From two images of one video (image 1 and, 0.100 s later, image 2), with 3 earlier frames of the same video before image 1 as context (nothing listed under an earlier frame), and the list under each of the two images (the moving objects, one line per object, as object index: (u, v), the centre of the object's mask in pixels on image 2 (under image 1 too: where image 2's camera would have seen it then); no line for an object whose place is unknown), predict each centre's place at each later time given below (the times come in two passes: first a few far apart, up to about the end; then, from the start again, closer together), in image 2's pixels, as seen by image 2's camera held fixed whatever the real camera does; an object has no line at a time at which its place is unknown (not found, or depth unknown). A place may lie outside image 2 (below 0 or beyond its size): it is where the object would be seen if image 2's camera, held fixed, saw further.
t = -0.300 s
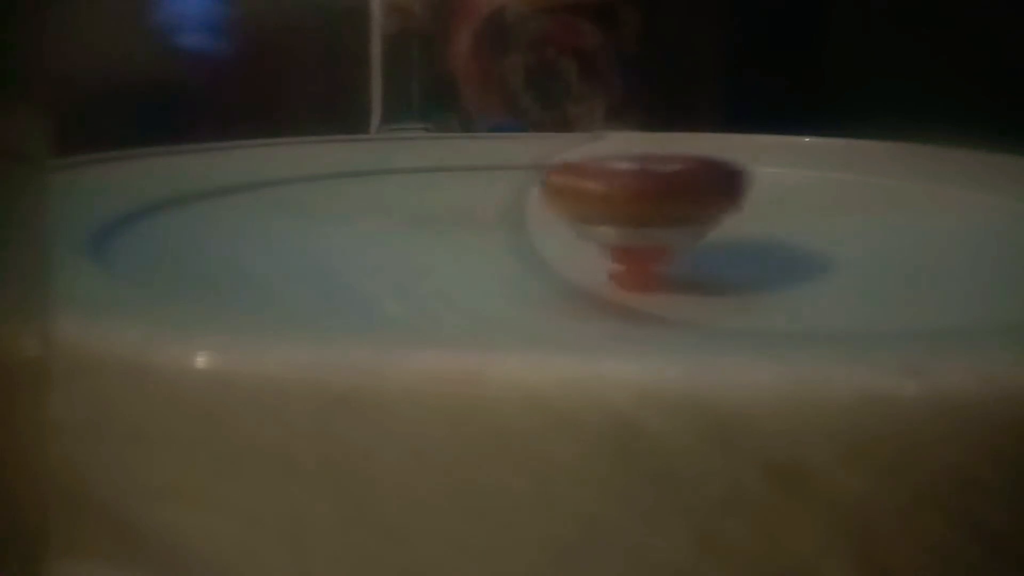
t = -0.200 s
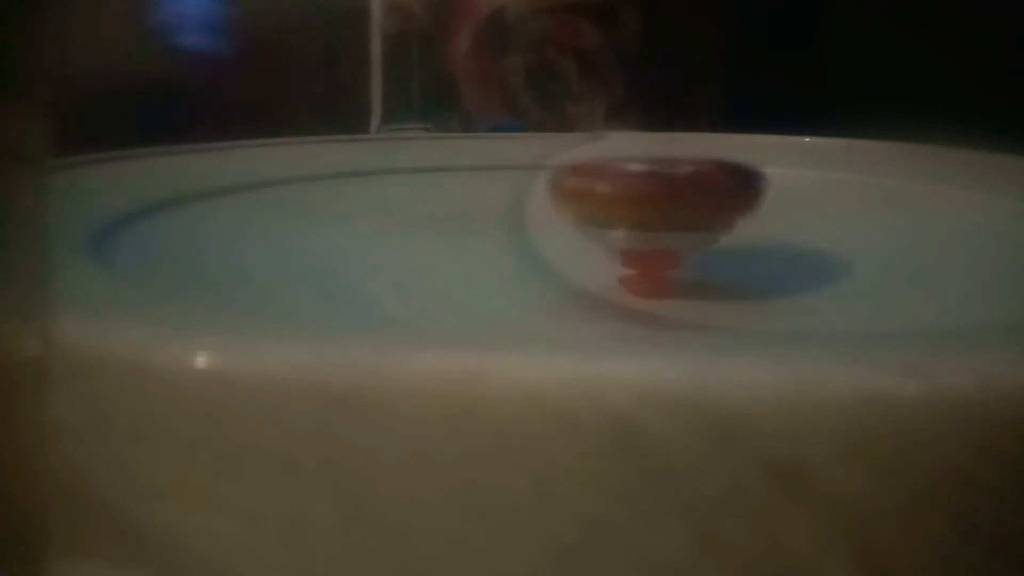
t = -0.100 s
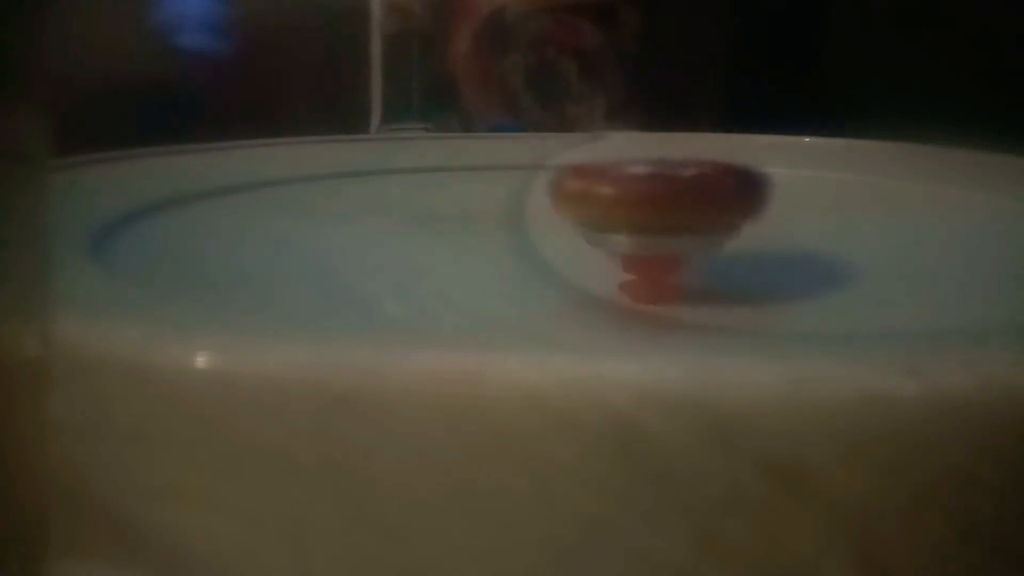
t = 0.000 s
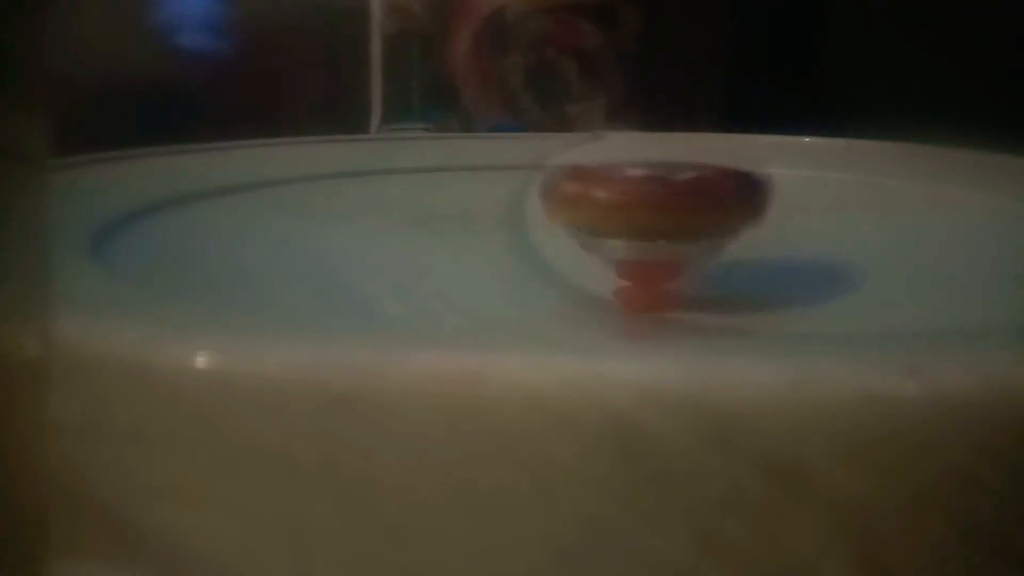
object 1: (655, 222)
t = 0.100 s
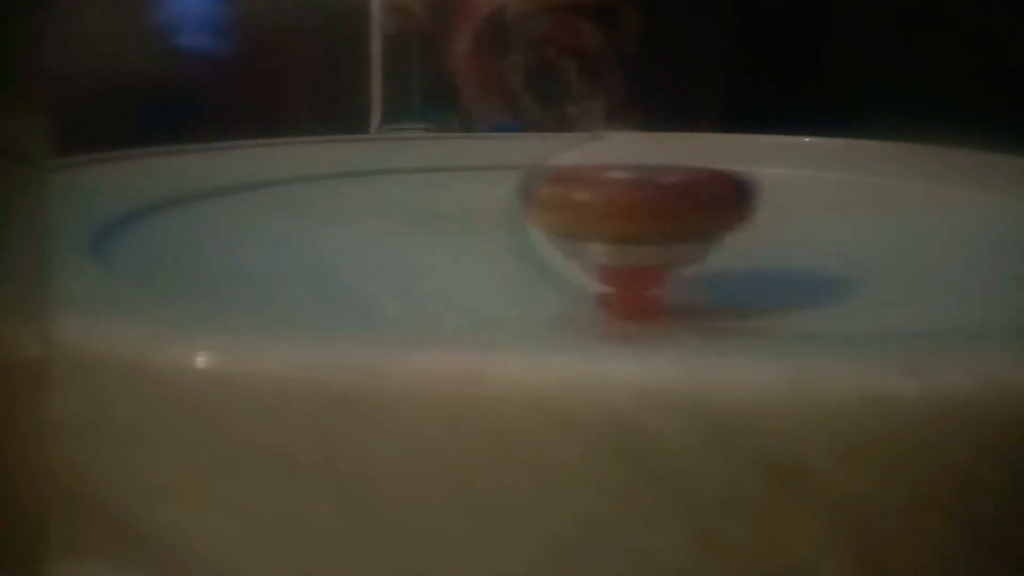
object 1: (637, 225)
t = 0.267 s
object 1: (579, 225)
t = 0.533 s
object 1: (523, 221)
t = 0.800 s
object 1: (539, 215)
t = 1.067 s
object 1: (597, 212)
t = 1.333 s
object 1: (668, 213)
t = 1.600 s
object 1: (678, 217)
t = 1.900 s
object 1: (629, 223)
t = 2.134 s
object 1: (561, 221)
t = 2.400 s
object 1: (526, 217)
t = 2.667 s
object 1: (534, 214)
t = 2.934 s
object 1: (580, 212)
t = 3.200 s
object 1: (649, 214)
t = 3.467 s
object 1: (674, 220)
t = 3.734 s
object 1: (646, 224)
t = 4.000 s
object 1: (581, 222)
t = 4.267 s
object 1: (531, 218)
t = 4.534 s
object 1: (521, 212)
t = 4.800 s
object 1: (561, 211)
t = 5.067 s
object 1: (609, 212)
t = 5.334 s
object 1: (633, 216)
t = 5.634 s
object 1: (618, 221)
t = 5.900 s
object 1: (594, 219)
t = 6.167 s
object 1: (580, 218)
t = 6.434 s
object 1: (575, 217)
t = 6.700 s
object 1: (585, 217)
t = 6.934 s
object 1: (594, 218)
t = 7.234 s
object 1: (608, 219)
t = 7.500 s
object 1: (602, 218)
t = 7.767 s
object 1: (590, 217)
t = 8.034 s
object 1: (592, 218)
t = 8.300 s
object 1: (604, 219)
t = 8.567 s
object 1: (607, 219)
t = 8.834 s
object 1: (613, 218)
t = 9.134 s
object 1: (615, 216)
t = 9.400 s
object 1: (613, 216)
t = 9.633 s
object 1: (621, 216)
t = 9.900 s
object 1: (630, 219)
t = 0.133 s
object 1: (627, 225)
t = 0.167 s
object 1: (618, 224)
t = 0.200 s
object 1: (604, 225)
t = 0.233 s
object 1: (592, 224)
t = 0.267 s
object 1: (579, 225)
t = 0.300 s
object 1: (568, 225)
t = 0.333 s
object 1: (558, 224)
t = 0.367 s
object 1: (548, 224)
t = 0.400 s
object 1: (542, 223)
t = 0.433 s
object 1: (536, 223)
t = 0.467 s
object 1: (531, 222)
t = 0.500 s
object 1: (526, 222)
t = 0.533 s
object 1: (523, 221)
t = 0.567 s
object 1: (521, 220)
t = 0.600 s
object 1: (520, 220)
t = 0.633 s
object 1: (520, 219)
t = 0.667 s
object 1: (521, 219)
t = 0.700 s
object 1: (524, 218)
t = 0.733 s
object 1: (529, 217)
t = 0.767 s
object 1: (534, 216)
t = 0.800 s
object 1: (539, 215)
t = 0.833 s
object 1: (545, 215)
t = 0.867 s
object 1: (551, 214)
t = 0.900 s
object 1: (556, 214)
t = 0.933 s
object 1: (561, 214)
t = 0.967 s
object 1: (569, 212)
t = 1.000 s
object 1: (578, 212)
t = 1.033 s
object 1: (588, 211)
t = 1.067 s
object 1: (597, 212)
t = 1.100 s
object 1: (609, 211)
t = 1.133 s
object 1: (620, 211)
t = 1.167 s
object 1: (631, 211)
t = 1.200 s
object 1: (641, 211)
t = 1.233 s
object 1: (650, 212)
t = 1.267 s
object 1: (657, 212)
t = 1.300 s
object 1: (663, 212)
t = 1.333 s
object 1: (668, 213)
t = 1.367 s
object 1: (672, 213)
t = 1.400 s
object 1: (676, 213)
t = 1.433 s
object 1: (678, 213)
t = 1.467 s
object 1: (679, 213)
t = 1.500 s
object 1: (679, 214)
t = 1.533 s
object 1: (679, 215)
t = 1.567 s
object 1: (679, 216)
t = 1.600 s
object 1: (678, 217)
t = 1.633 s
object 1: (676, 218)
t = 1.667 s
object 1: (675, 218)
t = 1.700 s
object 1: (671, 220)
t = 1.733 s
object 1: (666, 221)
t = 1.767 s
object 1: (660, 222)
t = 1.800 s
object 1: (654, 224)
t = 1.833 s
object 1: (646, 224)
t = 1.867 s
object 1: (638, 223)
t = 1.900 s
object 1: (629, 223)
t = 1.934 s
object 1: (620, 223)
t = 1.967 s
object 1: (612, 222)
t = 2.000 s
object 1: (602, 223)
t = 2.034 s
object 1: (591, 222)
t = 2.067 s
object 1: (581, 222)
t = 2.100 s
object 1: (571, 221)
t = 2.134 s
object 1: (561, 221)
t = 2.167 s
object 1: (552, 220)
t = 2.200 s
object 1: (545, 220)
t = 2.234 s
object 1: (538, 219)
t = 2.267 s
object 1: (534, 219)
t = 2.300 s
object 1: (530, 218)
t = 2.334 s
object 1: (528, 217)
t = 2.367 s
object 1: (526, 217)
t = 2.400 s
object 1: (526, 217)
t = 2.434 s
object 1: (525, 217)
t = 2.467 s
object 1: (525, 216)
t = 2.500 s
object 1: (525, 216)
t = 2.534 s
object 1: (526, 215)
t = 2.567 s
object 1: (527, 215)
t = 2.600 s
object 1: (528, 214)
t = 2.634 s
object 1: (530, 214)
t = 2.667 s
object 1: (534, 214)
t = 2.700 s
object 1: (537, 213)
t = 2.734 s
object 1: (541, 213)
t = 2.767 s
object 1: (546, 213)
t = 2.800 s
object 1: (553, 212)
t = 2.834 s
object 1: (558, 212)
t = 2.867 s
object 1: (565, 212)
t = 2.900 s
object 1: (573, 212)
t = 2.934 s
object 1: (580, 212)
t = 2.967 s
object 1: (588, 212)
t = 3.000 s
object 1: (597, 212)
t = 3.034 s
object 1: (606, 211)
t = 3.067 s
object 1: (615, 212)
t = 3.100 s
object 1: (624, 213)
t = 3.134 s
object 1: (632, 212)
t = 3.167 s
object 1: (642, 213)
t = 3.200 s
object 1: (649, 214)
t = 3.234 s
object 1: (655, 216)
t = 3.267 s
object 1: (659, 216)
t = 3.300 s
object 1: (662, 216)
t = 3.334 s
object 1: (667, 218)
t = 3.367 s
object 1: (669, 220)
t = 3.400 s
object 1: (672, 219)
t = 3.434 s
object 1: (673, 220)
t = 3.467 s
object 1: (674, 220)
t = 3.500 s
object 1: (674, 221)
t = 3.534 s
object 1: (671, 220)
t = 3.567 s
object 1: (669, 221)
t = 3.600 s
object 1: (666, 222)
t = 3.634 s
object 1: (662, 222)
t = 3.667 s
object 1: (657, 223)
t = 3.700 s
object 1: (652, 224)
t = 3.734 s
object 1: (646, 224)
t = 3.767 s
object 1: (638, 224)
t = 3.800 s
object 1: (630, 224)
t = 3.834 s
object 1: (622, 223)
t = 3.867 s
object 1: (614, 223)
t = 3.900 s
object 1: (605, 223)
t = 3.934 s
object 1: (597, 223)
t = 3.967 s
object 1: (589, 223)
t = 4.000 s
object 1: (581, 222)
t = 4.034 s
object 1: (574, 222)
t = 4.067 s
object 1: (566, 222)
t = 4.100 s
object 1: (559, 221)
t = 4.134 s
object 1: (553, 220)
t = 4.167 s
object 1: (546, 220)
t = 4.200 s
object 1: (541, 219)
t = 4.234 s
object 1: (536, 219)
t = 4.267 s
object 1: (531, 218)
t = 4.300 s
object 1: (528, 217)
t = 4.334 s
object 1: (525, 216)
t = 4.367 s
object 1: (524, 215)
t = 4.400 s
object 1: (521, 214)
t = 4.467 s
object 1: (521, 213)
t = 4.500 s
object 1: (521, 212)
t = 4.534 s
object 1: (521, 212)
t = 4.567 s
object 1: (523, 211)
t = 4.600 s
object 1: (527, 211)
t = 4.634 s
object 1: (533, 211)
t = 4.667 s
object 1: (537, 210)
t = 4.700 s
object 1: (543, 210)
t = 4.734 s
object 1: (548, 210)
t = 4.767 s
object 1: (554, 210)
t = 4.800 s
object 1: (561, 211)
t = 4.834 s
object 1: (568, 211)
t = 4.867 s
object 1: (575, 211)
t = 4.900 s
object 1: (581, 211)
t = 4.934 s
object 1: (587, 211)
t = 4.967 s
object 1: (592, 212)
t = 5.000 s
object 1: (600, 211)
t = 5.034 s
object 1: (604, 212)
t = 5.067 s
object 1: (609, 212)
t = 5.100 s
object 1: (612, 212)
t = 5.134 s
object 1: (618, 213)
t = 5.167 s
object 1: (621, 213)
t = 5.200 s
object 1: (624, 213)
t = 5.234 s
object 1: (626, 214)
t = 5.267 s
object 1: (629, 215)
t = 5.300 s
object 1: (631, 216)
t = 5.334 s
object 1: (633, 216)
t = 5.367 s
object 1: (632, 217)
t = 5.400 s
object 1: (633, 217)
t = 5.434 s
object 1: (632, 219)
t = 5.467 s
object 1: (631, 219)
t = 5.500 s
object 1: (630, 220)
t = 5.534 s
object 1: (628, 220)
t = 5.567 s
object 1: (625, 221)
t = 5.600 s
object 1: (621, 221)
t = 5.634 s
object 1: (618, 221)
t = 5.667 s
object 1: (614, 221)
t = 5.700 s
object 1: (611, 221)
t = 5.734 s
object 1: (608, 220)
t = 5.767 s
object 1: (604, 219)
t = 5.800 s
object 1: (601, 220)
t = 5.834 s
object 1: (599, 219)
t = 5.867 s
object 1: (595, 219)
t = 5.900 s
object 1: (594, 219)
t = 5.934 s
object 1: (591, 218)
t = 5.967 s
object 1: (587, 219)
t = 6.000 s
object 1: (585, 219)
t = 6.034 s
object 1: (584, 218)
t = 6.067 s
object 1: (581, 218)
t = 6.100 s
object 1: (580, 218)
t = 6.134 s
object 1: (579, 218)
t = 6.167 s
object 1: (580, 218)
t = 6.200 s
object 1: (580, 217)
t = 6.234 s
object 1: (579, 217)
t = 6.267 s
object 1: (578, 217)
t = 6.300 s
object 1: (577, 217)
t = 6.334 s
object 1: (576, 217)
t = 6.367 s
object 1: (576, 217)
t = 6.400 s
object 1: (575, 217)
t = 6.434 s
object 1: (575, 217)
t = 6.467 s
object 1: (575, 217)
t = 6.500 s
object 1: (576, 216)
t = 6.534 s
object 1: (577, 216)
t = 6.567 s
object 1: (579, 216)
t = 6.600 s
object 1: (581, 216)
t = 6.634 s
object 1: (582, 216)
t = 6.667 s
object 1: (584, 216)
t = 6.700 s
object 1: (585, 217)
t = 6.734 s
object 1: (587, 217)
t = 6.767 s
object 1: (589, 217)
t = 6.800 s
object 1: (591, 218)
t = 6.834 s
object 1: (592, 218)
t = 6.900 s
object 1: (594, 218)
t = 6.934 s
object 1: (594, 218)
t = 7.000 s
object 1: (595, 218)
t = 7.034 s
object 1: (598, 218)
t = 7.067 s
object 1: (600, 218)
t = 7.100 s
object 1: (602, 218)
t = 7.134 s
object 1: (604, 218)
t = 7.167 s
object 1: (606, 219)
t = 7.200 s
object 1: (607, 219)
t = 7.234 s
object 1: (608, 219)
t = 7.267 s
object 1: (610, 219)
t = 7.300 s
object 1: (610, 219)
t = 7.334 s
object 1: (611, 219)
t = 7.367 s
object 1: (610, 219)
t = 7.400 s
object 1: (609, 219)
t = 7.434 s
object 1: (607, 218)
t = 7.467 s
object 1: (604, 218)
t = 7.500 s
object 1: (602, 218)
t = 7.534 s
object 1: (601, 218)
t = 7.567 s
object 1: (600, 217)
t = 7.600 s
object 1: (598, 216)
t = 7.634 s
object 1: (594, 217)
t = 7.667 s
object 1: (592, 217)
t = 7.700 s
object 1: (591, 217)
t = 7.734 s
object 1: (591, 217)
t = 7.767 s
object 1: (590, 217)
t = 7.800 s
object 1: (589, 217)
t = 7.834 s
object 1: (589, 217)
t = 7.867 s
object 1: (589, 217)
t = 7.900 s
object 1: (589, 218)
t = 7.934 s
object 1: (589, 217)
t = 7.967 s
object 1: (589, 218)
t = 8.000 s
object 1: (590, 218)
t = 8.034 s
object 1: (592, 218)
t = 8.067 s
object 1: (592, 218)
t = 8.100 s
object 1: (594, 218)
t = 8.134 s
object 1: (597, 218)
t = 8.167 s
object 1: (598, 218)
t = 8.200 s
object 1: (599, 219)
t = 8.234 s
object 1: (600, 219)
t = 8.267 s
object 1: (601, 219)
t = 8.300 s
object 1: (604, 219)
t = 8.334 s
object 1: (605, 219)
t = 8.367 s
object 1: (607, 219)
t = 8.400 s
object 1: (607, 219)
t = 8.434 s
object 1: (605, 219)
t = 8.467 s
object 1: (604, 220)
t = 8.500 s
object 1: (605, 219)
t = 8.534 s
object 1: (606, 219)
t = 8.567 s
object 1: (607, 219)
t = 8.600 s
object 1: (609, 219)
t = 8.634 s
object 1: (609, 218)
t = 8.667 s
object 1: (609, 218)
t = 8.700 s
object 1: (611, 218)
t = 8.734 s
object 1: (612, 218)
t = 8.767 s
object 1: (613, 218)
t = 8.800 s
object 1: (613, 218)
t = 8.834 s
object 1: (613, 218)
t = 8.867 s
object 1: (613, 217)
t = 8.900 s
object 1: (613, 217)
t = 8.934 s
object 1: (613, 217)
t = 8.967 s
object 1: (614, 216)
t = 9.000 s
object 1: (614, 216)
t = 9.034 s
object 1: (614, 216)
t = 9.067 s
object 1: (615, 216)
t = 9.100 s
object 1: (615, 216)
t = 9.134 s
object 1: (615, 216)
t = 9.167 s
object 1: (615, 216)
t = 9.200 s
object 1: (613, 216)
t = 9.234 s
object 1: (613, 216)
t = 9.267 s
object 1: (613, 216)
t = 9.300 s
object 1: (613, 216)
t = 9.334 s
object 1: (613, 216)
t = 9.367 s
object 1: (613, 216)
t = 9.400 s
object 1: (613, 216)
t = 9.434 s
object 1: (613, 216)
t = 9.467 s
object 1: (614, 216)
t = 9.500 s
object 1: (615, 216)
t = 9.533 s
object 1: (616, 216)
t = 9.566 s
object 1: (618, 216)
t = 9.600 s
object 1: (620, 216)
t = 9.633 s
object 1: (621, 216)
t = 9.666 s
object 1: (622, 217)
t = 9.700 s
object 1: (624, 217)
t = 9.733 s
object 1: (625, 217)
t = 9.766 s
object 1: (626, 218)
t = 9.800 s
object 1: (627, 219)
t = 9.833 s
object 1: (628, 219)
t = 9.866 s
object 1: (630, 219)
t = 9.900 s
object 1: (630, 219)
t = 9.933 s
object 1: (630, 220)
